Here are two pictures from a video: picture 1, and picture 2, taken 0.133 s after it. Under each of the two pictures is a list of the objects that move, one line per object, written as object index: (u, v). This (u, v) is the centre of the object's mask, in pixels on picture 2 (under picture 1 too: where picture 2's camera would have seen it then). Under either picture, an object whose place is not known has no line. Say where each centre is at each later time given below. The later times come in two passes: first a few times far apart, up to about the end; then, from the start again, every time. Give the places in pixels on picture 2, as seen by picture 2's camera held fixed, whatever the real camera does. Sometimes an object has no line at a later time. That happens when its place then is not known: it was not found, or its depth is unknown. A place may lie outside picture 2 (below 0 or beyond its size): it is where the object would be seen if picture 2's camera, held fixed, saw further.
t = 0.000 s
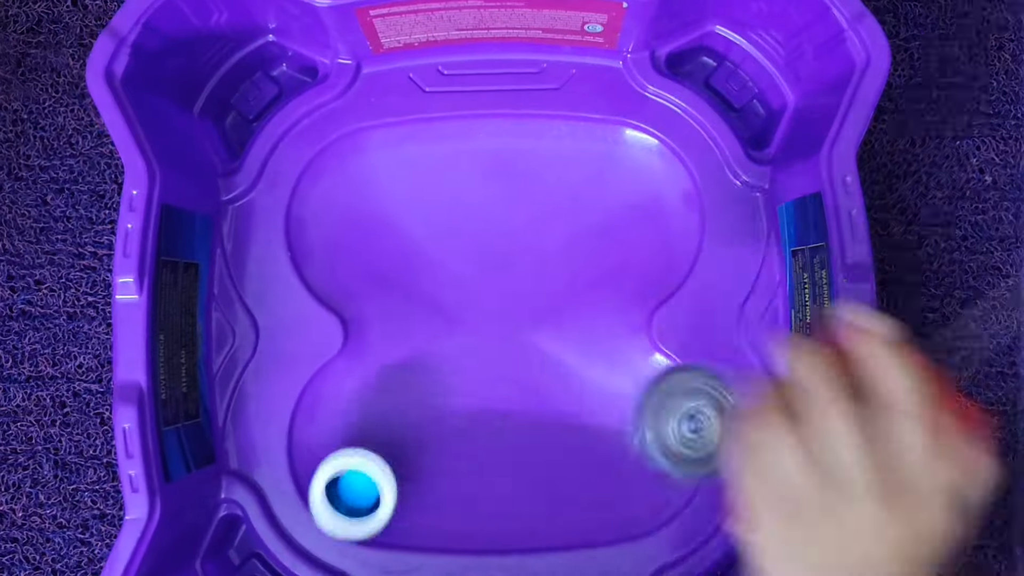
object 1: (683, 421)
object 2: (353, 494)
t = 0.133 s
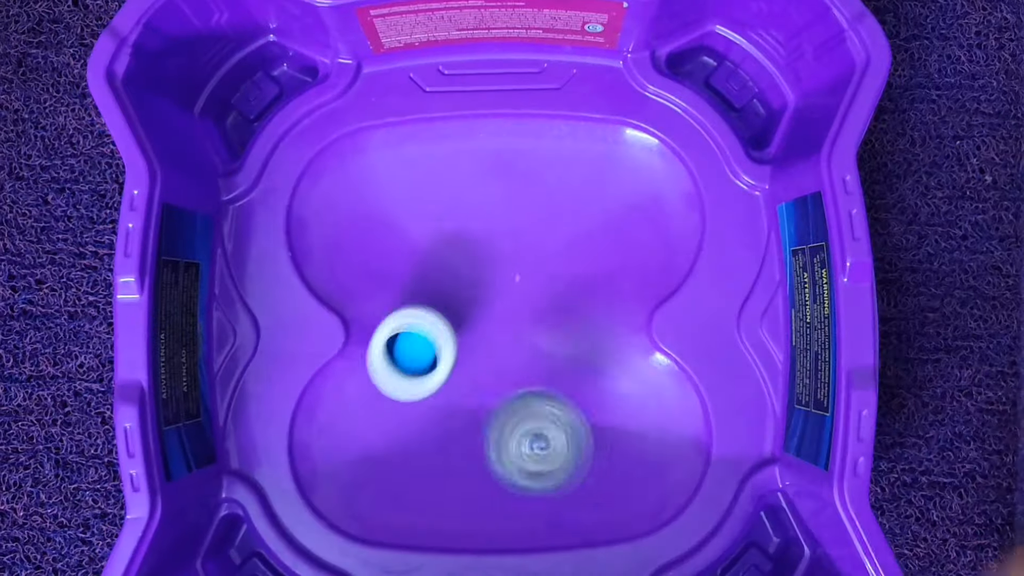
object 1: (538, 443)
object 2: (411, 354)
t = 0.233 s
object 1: (455, 439)
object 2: (461, 245)
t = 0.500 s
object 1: (410, 392)
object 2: (558, 162)
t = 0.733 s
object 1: (495, 413)
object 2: (589, 315)
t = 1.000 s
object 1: (358, 504)
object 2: (512, 145)
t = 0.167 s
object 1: (505, 439)
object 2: (429, 317)
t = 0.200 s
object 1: (481, 441)
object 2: (446, 280)
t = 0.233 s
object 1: (455, 439)
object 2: (461, 245)
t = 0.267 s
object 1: (430, 434)
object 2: (473, 214)
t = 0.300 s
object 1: (411, 428)
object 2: (483, 186)
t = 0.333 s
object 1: (394, 426)
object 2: (493, 168)
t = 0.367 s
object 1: (381, 423)
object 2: (504, 153)
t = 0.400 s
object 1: (378, 417)
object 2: (514, 145)
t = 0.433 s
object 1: (383, 410)
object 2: (527, 144)
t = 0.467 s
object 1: (394, 401)
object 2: (542, 151)
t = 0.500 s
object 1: (410, 392)
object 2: (558, 162)
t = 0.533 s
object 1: (427, 384)
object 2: (574, 178)
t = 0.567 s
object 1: (443, 381)
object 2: (590, 198)
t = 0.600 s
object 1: (458, 382)
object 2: (603, 220)
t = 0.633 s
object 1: (471, 388)
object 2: (610, 243)
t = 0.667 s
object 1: (479, 395)
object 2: (610, 268)
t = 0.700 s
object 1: (488, 405)
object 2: (603, 292)
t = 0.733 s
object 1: (495, 413)
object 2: (589, 315)
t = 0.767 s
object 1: (500, 420)
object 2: (567, 339)
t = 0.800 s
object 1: (495, 451)
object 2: (549, 340)
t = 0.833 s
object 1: (473, 526)
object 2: (544, 301)
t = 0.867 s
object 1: (451, 554)
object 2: (536, 261)
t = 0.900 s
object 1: (425, 560)
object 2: (526, 223)
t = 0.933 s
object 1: (395, 551)
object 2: (519, 192)
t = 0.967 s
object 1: (372, 534)
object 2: (514, 166)
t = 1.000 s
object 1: (358, 504)
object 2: (512, 145)
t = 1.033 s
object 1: (349, 472)
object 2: (513, 131)
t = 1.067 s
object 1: (341, 432)
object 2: (517, 127)
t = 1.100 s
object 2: (524, 132)
